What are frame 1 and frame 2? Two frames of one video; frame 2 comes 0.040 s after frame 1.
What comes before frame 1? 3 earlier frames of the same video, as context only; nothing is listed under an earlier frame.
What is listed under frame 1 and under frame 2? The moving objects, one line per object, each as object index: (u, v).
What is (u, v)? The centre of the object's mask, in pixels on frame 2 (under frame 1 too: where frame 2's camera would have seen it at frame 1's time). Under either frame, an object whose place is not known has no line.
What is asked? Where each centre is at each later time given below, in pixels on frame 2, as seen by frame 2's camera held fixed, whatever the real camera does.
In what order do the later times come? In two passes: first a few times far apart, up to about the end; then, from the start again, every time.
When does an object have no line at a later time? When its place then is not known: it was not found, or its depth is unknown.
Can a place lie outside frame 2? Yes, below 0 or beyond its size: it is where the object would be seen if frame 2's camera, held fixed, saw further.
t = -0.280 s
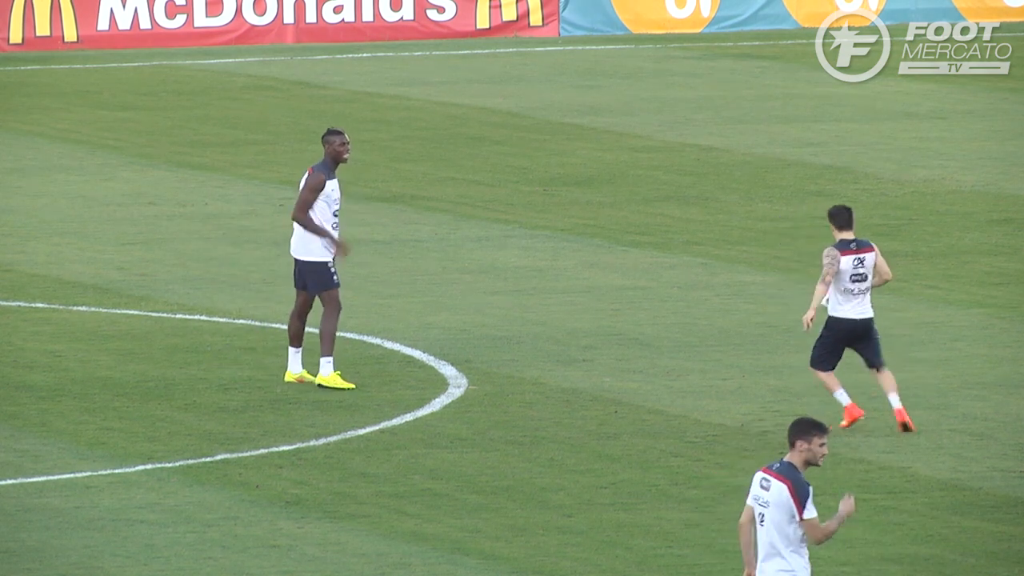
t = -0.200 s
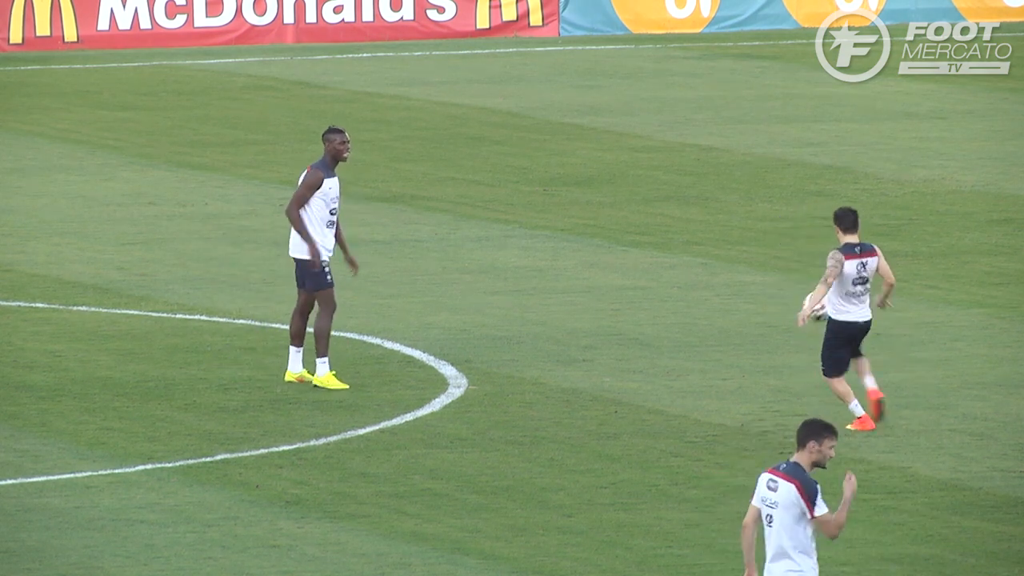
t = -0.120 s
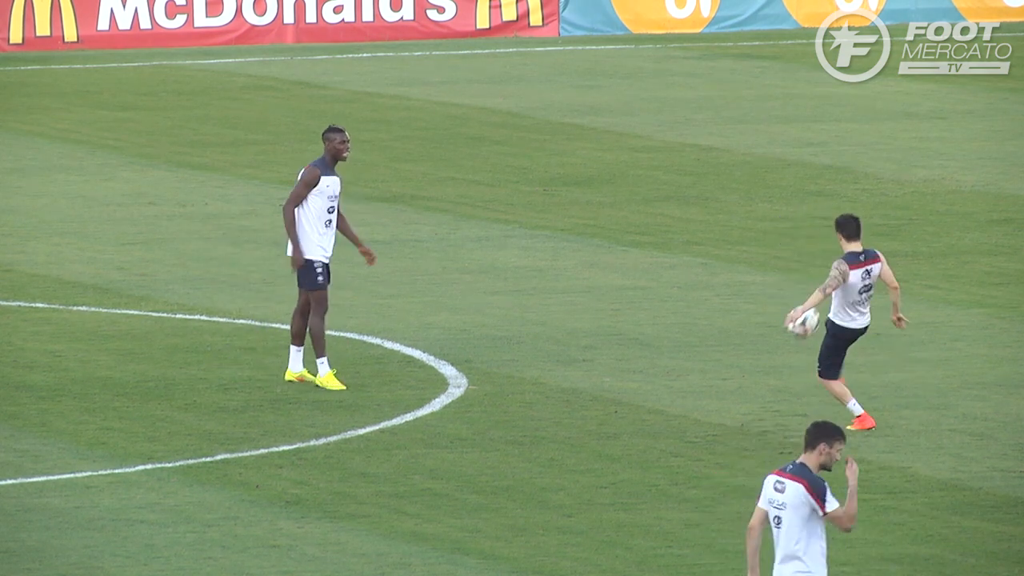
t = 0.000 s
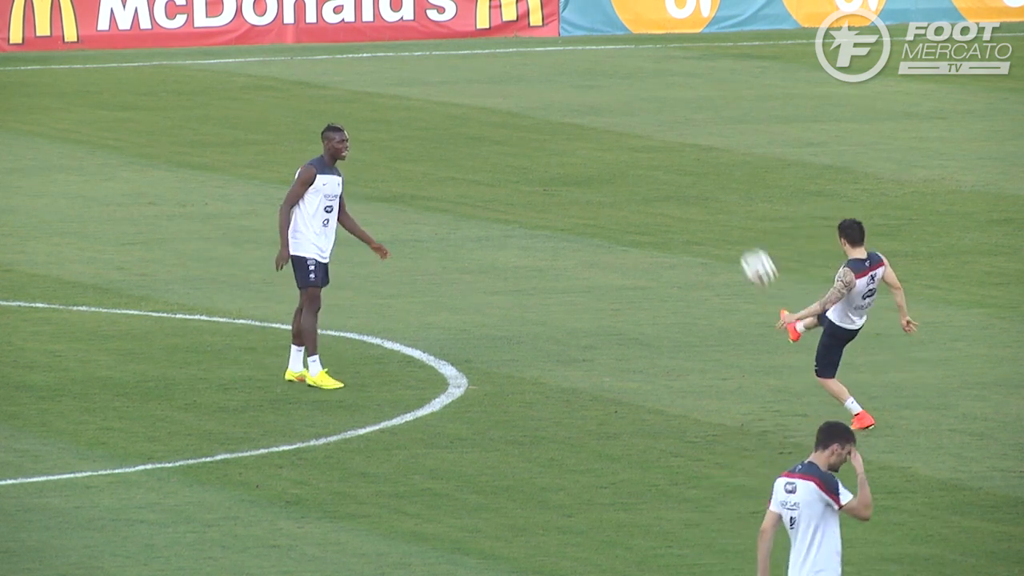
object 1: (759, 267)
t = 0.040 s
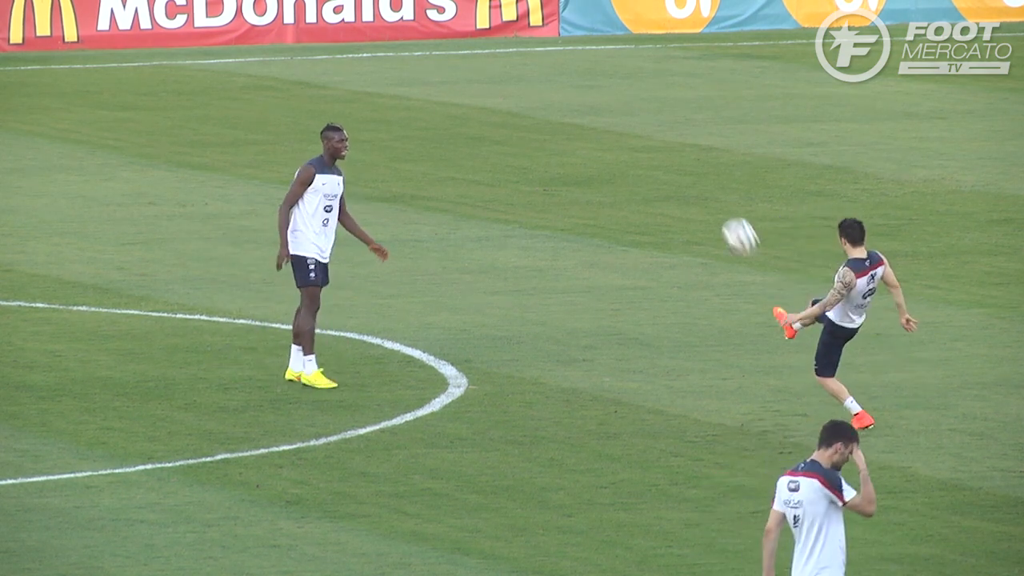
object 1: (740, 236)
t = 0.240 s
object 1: (652, 113)
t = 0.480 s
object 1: (550, 40)
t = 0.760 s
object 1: (435, 52)
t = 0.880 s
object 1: (388, 90)
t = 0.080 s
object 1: (722, 207)
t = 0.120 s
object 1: (705, 180)
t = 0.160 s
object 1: (688, 157)
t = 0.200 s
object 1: (670, 133)
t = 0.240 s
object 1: (652, 113)
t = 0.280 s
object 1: (635, 96)
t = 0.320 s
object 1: (618, 81)
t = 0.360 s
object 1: (601, 67)
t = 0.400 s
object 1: (584, 56)
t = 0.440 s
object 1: (567, 47)
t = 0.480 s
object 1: (550, 40)
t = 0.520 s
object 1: (533, 35)
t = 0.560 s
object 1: (517, 32)
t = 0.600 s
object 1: (501, 32)
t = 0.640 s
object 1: (484, 34)
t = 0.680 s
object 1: (468, 38)
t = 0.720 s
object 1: (452, 44)
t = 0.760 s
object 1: (435, 52)
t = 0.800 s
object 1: (419, 62)
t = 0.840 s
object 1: (404, 76)
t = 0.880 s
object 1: (388, 90)
